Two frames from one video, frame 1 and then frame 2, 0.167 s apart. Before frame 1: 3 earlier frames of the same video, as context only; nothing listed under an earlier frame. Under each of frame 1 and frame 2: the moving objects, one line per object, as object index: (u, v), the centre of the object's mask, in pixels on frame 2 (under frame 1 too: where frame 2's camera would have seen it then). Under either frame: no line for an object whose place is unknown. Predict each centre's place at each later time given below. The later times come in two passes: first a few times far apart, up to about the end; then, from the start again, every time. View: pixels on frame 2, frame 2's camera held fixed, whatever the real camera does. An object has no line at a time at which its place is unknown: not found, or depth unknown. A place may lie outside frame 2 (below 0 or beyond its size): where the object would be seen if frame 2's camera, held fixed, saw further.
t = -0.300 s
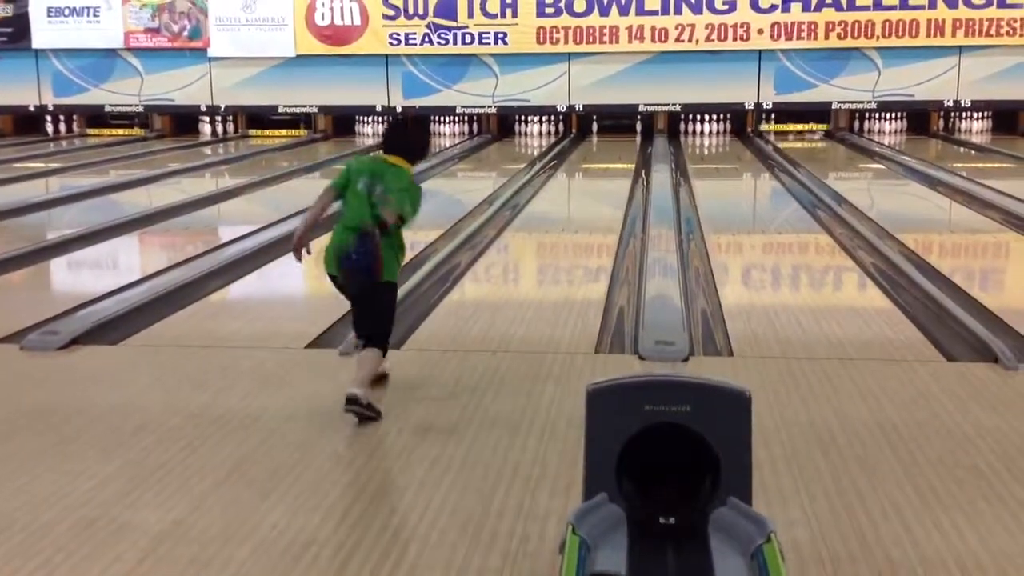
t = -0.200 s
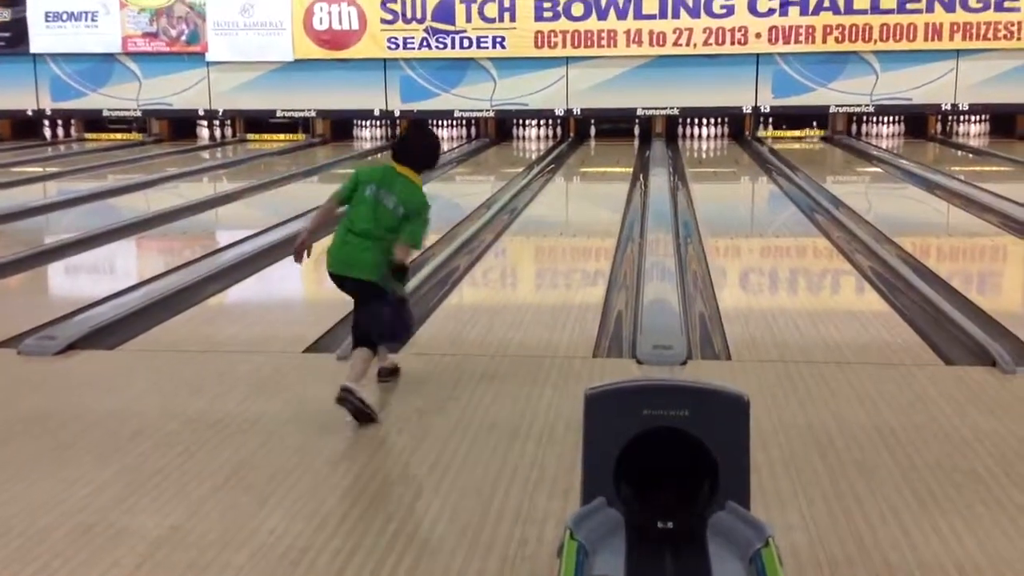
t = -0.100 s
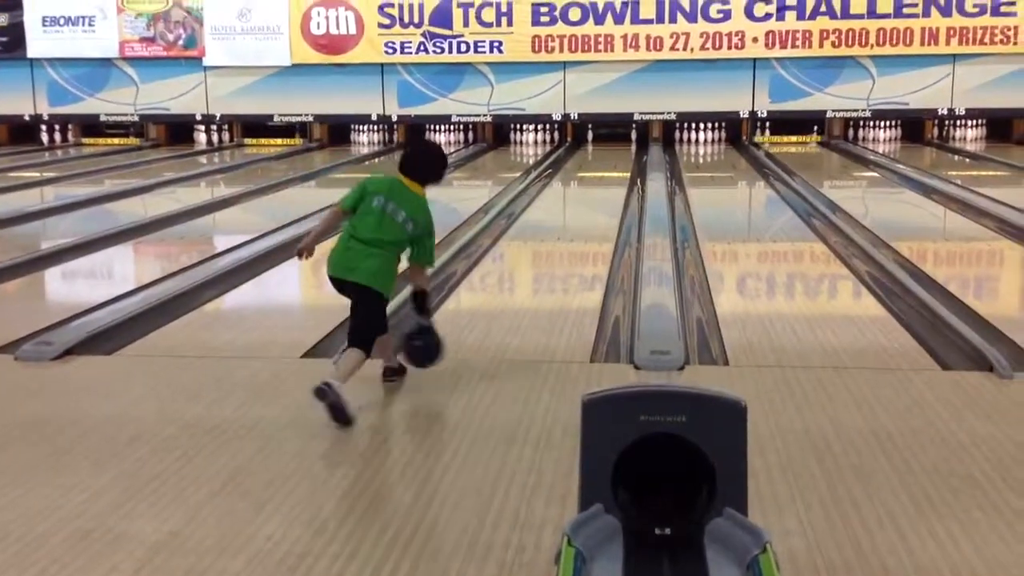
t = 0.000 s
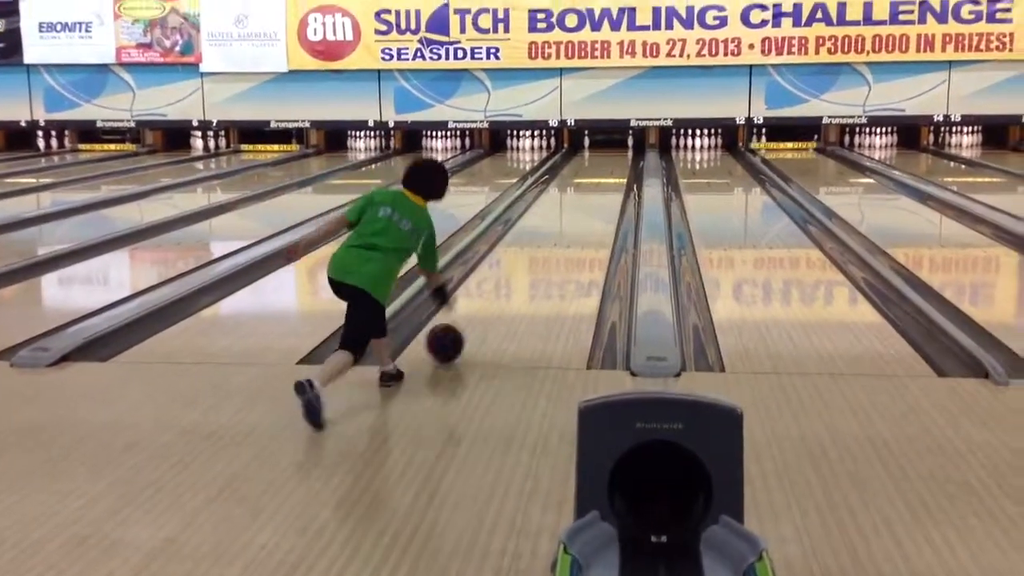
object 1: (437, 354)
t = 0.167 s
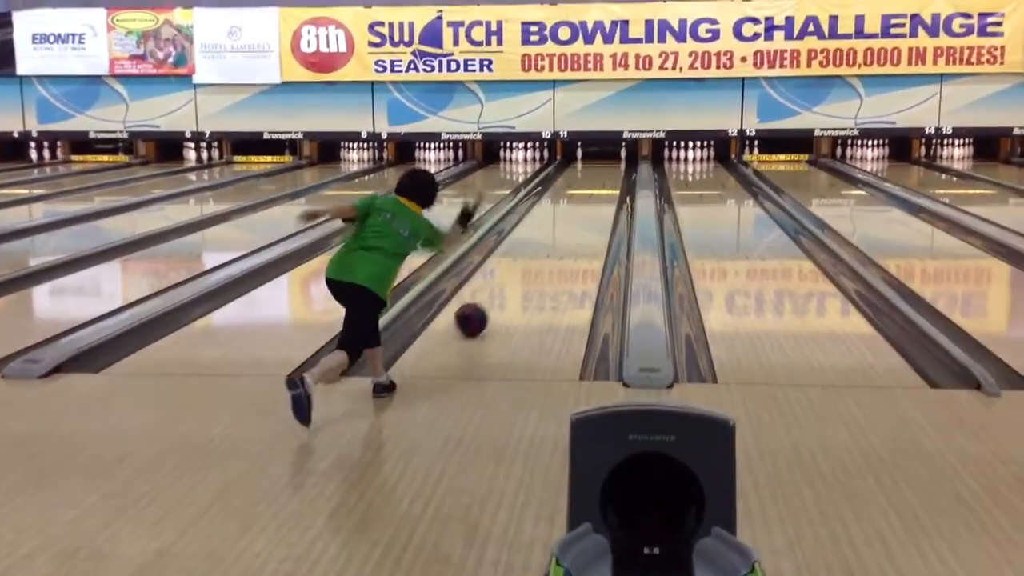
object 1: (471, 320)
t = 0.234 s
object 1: (482, 308)
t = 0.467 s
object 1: (513, 274)
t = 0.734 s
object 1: (539, 248)
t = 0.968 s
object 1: (557, 230)
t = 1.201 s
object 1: (571, 215)
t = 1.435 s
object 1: (582, 204)
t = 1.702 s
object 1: (592, 193)
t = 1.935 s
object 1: (599, 184)
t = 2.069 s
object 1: (602, 181)
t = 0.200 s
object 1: (477, 313)
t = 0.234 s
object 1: (482, 308)
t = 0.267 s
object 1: (487, 302)
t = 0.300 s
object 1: (492, 297)
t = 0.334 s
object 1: (497, 292)
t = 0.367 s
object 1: (501, 287)
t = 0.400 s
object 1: (505, 283)
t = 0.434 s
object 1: (510, 279)
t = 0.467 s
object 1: (513, 274)
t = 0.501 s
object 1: (517, 271)
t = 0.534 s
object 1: (521, 267)
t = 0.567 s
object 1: (524, 264)
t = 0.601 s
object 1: (527, 261)
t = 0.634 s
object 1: (531, 257)
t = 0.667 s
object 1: (534, 254)
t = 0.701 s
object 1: (536, 251)
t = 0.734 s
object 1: (539, 248)
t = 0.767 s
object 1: (542, 246)
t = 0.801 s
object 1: (545, 243)
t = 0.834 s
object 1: (548, 240)
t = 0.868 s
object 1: (550, 237)
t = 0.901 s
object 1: (552, 235)
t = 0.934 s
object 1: (555, 233)
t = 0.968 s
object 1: (557, 230)
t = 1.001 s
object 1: (559, 228)
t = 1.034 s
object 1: (561, 225)
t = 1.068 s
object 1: (563, 223)
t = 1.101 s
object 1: (565, 221)
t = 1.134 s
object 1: (567, 219)
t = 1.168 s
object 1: (569, 217)
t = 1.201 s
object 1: (571, 215)
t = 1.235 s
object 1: (572, 214)
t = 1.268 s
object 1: (574, 212)
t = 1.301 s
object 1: (576, 210)
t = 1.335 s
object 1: (577, 209)
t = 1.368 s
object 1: (579, 207)
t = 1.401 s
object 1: (580, 206)
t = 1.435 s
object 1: (582, 204)
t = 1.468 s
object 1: (583, 202)
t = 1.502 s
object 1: (584, 201)
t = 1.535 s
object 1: (586, 199)
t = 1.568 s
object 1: (587, 198)
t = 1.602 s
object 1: (588, 197)
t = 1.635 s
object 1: (589, 195)
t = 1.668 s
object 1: (591, 194)
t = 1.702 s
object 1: (592, 193)
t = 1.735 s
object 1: (593, 191)
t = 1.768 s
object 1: (594, 190)
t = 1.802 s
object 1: (595, 189)
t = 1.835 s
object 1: (596, 188)
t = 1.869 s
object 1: (597, 186)
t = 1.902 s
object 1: (598, 186)
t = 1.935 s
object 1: (599, 184)
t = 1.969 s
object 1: (600, 183)
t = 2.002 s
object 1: (601, 183)
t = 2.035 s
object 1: (602, 182)
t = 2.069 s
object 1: (602, 181)
